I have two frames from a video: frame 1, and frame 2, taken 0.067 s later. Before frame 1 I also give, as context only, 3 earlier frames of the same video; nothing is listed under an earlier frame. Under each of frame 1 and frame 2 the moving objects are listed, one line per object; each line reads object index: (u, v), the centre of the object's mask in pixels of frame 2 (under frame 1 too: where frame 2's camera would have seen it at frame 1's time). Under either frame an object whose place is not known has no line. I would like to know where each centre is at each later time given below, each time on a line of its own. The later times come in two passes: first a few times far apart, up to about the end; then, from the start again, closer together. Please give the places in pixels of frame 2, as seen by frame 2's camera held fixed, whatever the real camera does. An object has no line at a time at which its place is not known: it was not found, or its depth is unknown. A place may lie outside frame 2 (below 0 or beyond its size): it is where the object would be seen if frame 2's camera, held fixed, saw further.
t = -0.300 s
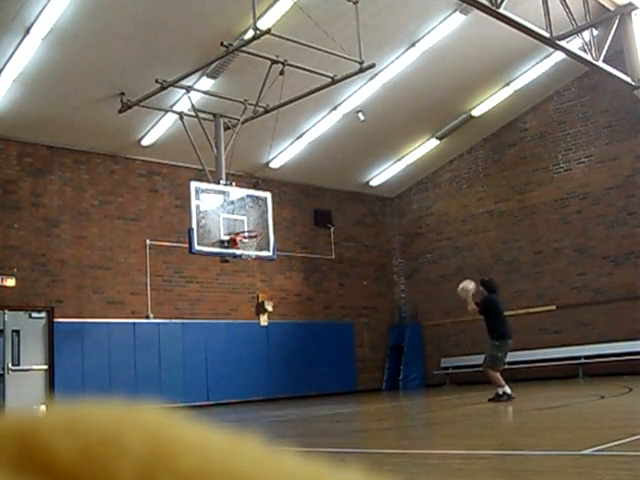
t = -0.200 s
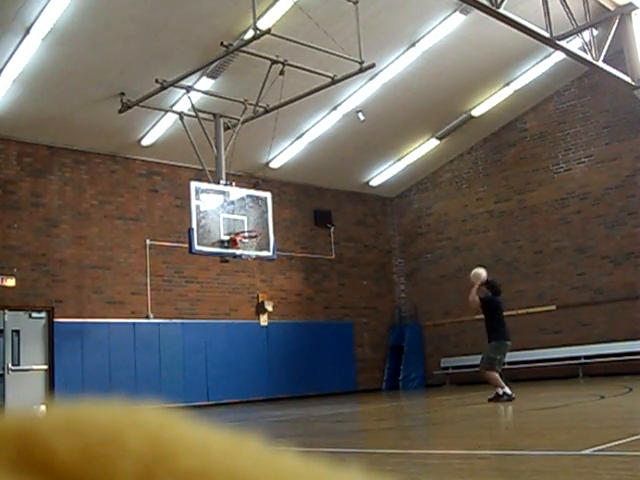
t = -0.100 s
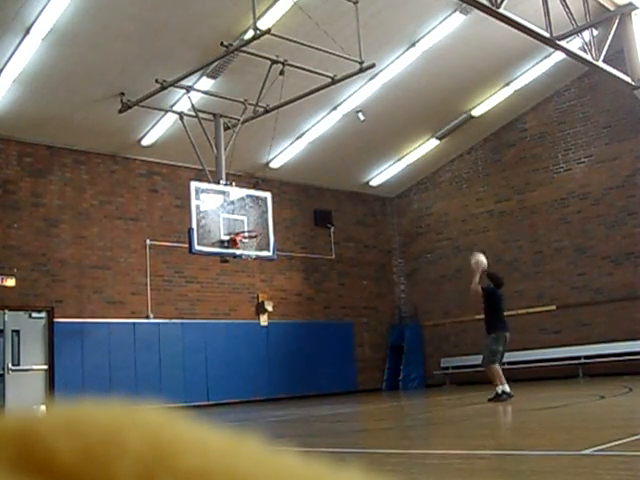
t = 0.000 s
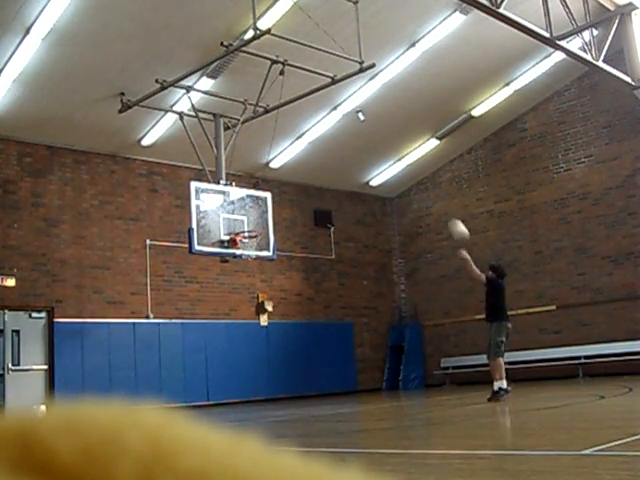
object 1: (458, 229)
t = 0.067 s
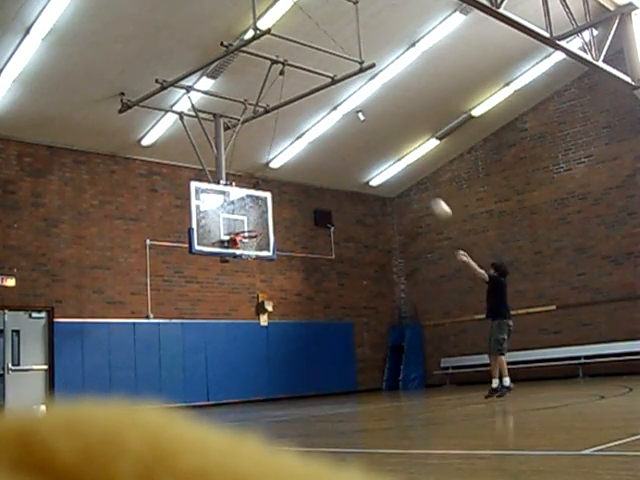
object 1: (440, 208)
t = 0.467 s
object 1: (354, 148)
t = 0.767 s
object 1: (302, 165)
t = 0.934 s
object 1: (277, 195)
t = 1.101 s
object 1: (254, 228)
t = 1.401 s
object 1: (255, 244)
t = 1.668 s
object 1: (258, 263)
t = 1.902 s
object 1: (262, 313)
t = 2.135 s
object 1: (267, 392)
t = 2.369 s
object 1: (263, 357)
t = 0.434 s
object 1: (360, 149)
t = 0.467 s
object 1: (354, 148)
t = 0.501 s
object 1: (347, 148)
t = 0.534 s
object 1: (341, 148)
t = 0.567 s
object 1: (336, 149)
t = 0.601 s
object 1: (330, 150)
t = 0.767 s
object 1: (302, 165)
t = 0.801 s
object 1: (296, 170)
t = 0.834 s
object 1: (291, 176)
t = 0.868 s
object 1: (285, 182)
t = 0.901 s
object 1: (280, 189)
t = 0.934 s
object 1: (277, 195)
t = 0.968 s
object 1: (273, 202)
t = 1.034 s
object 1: (262, 219)
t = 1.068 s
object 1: (259, 226)
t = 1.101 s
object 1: (254, 228)
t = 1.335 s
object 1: (253, 245)
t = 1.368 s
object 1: (255, 245)
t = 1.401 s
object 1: (255, 244)
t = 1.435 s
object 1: (255, 244)
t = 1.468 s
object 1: (255, 245)
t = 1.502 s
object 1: (255, 246)
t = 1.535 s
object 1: (255, 247)
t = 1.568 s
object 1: (256, 252)
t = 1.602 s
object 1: (257, 255)
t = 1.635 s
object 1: (257, 259)
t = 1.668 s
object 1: (258, 263)
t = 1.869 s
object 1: (261, 303)
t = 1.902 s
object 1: (262, 313)
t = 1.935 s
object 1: (262, 322)
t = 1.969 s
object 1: (263, 334)
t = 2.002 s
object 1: (264, 343)
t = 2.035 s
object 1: (264, 355)
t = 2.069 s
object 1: (265, 367)
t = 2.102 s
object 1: (266, 379)
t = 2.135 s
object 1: (267, 392)
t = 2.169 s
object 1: (267, 403)
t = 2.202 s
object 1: (266, 394)
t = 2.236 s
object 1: (265, 385)
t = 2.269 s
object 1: (265, 377)
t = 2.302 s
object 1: (264, 370)
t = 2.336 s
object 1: (263, 364)
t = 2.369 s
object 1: (263, 357)
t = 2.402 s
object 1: (262, 352)
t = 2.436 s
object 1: (261, 347)
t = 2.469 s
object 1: (261, 343)
